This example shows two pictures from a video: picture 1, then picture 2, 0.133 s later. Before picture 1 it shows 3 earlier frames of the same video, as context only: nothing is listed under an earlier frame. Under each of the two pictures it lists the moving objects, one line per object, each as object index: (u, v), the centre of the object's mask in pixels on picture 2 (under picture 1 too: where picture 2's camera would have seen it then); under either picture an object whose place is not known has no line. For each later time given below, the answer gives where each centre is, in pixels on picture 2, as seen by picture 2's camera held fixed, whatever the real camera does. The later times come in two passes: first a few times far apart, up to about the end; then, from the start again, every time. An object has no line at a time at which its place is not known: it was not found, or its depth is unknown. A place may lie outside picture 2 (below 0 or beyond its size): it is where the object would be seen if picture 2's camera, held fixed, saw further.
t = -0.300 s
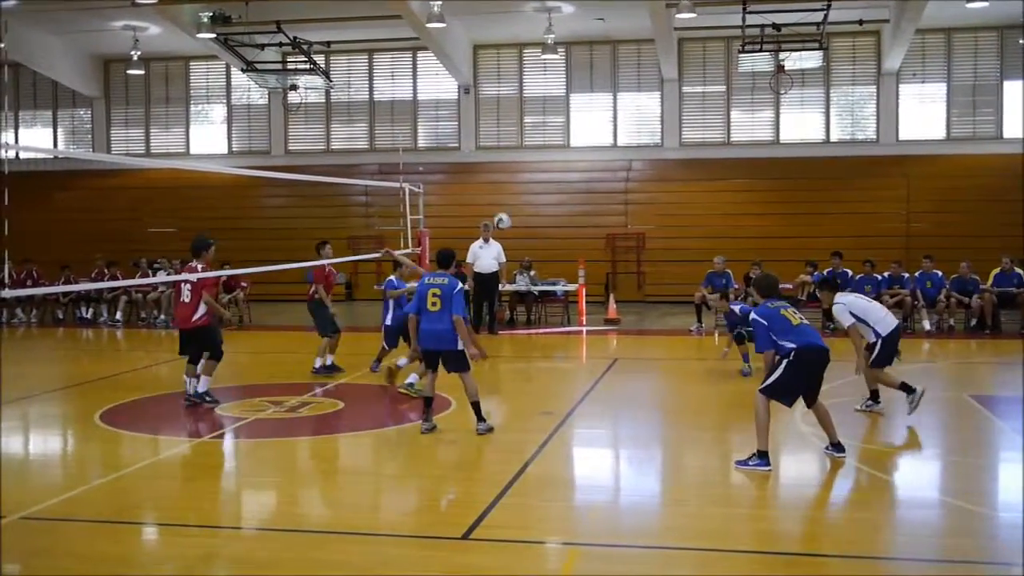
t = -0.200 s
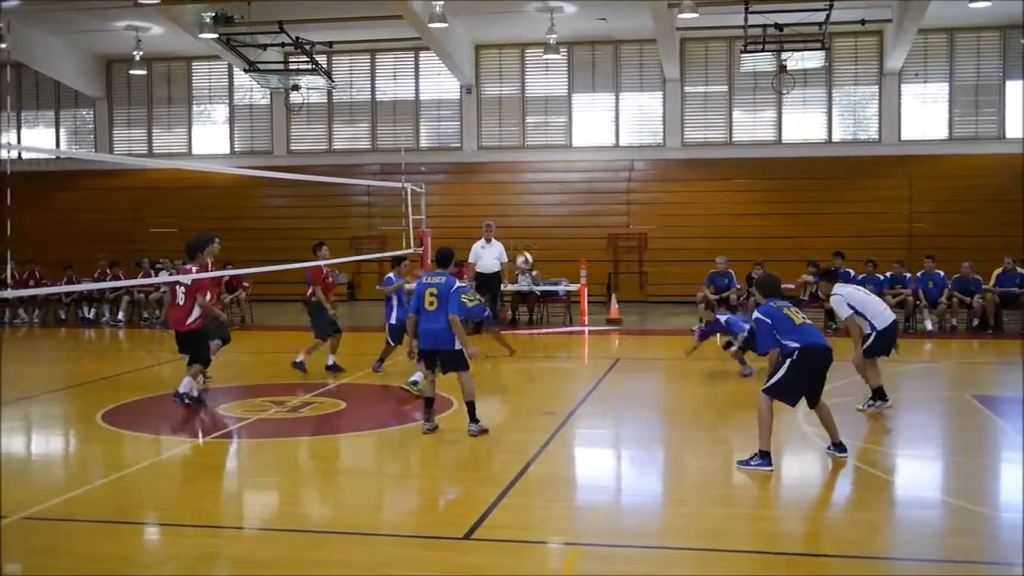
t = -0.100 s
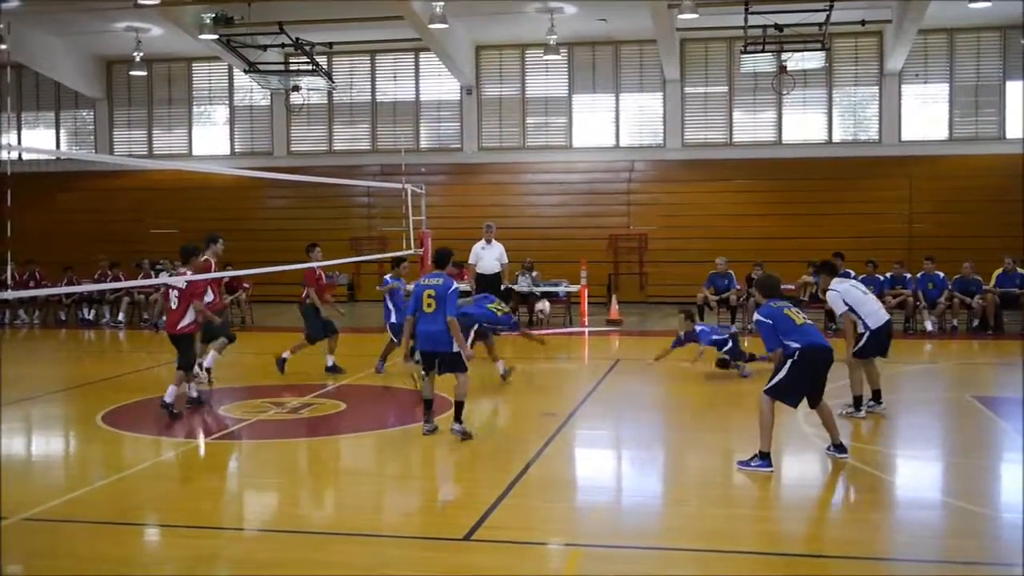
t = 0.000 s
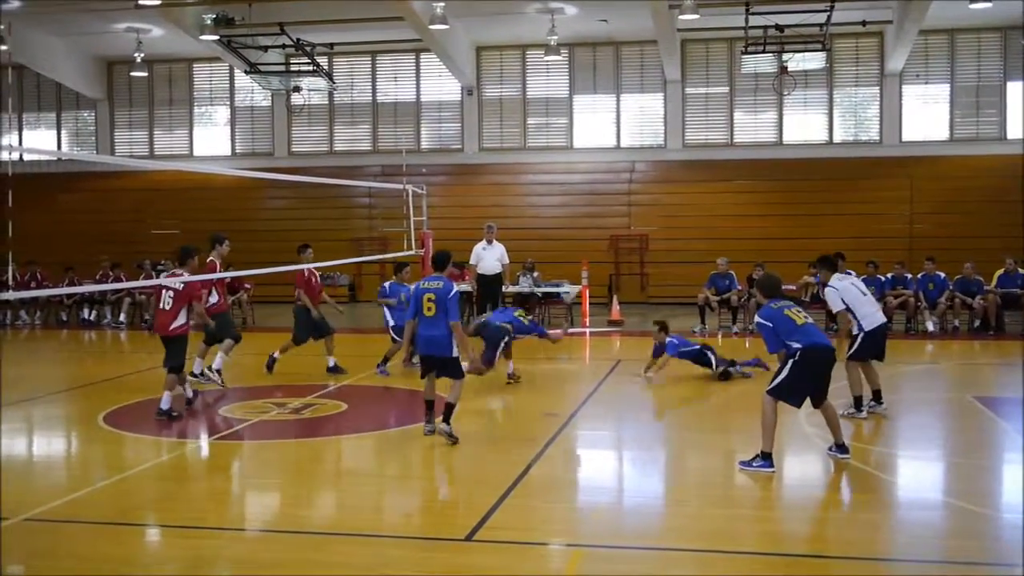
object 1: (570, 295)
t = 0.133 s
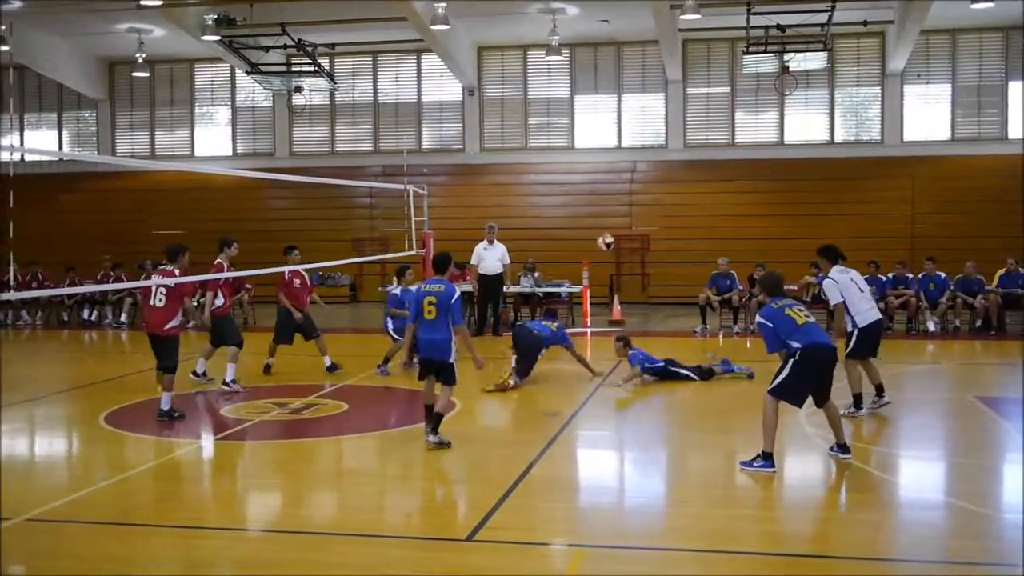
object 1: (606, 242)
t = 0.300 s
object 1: (648, 198)
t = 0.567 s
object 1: (712, 173)
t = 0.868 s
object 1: (781, 208)
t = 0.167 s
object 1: (614, 232)
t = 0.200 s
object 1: (623, 223)
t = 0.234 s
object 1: (631, 214)
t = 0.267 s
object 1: (639, 205)
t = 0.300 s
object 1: (648, 198)
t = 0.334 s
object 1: (656, 192)
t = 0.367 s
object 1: (665, 186)
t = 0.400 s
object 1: (673, 183)
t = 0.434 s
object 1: (681, 180)
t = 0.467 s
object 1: (689, 175)
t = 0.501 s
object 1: (697, 174)
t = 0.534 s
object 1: (704, 173)
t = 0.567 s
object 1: (712, 173)
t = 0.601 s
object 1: (721, 173)
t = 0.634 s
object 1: (729, 175)
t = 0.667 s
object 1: (736, 177)
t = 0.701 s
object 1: (744, 180)
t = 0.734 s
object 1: (751, 184)
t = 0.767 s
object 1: (758, 189)
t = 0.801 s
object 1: (766, 194)
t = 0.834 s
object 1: (775, 199)
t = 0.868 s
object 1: (781, 208)
